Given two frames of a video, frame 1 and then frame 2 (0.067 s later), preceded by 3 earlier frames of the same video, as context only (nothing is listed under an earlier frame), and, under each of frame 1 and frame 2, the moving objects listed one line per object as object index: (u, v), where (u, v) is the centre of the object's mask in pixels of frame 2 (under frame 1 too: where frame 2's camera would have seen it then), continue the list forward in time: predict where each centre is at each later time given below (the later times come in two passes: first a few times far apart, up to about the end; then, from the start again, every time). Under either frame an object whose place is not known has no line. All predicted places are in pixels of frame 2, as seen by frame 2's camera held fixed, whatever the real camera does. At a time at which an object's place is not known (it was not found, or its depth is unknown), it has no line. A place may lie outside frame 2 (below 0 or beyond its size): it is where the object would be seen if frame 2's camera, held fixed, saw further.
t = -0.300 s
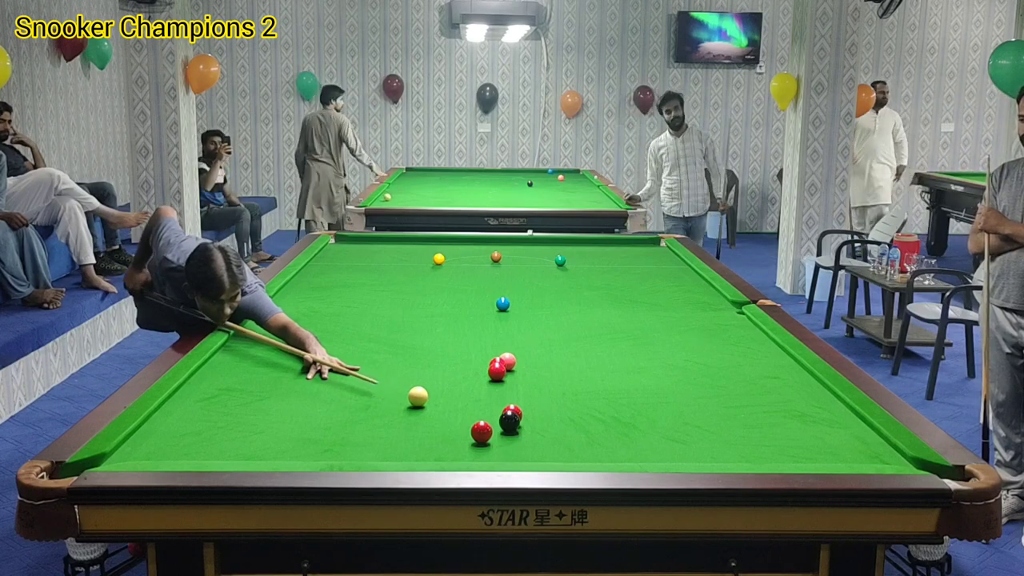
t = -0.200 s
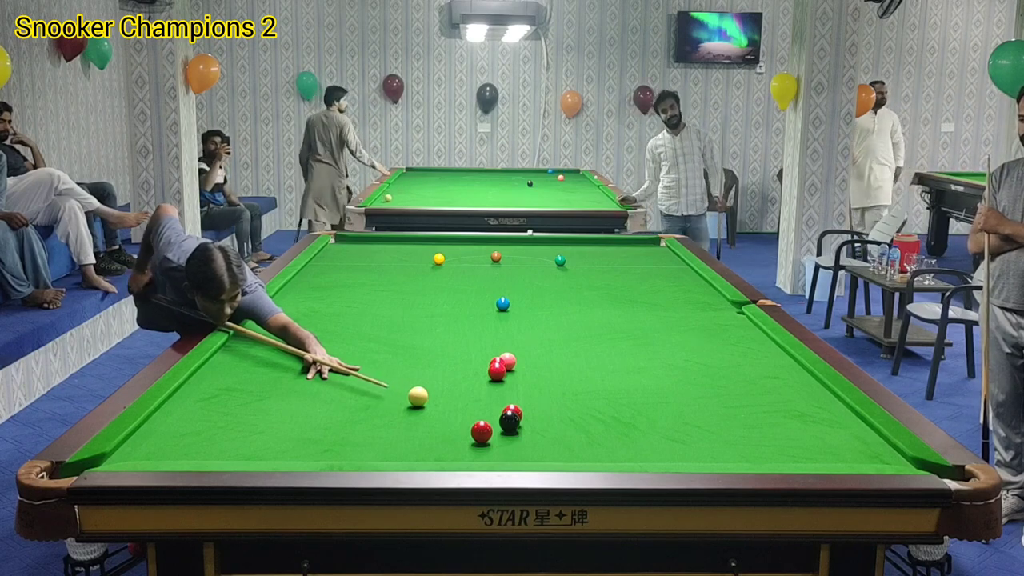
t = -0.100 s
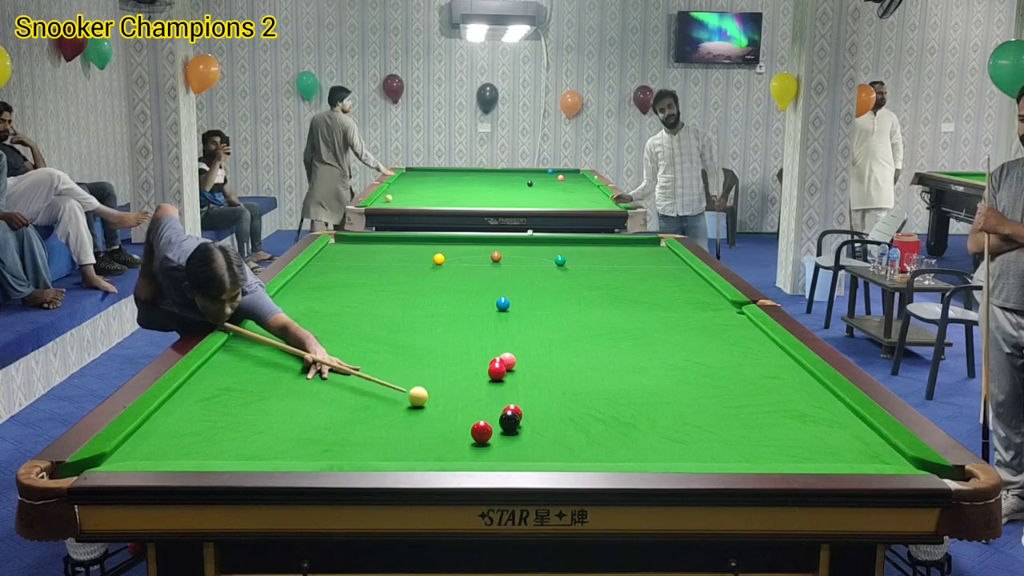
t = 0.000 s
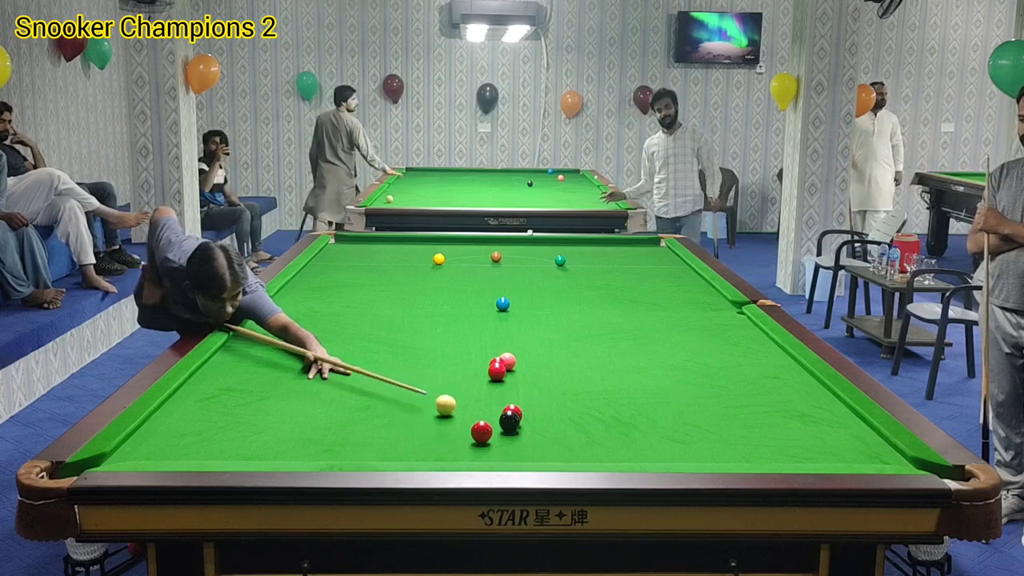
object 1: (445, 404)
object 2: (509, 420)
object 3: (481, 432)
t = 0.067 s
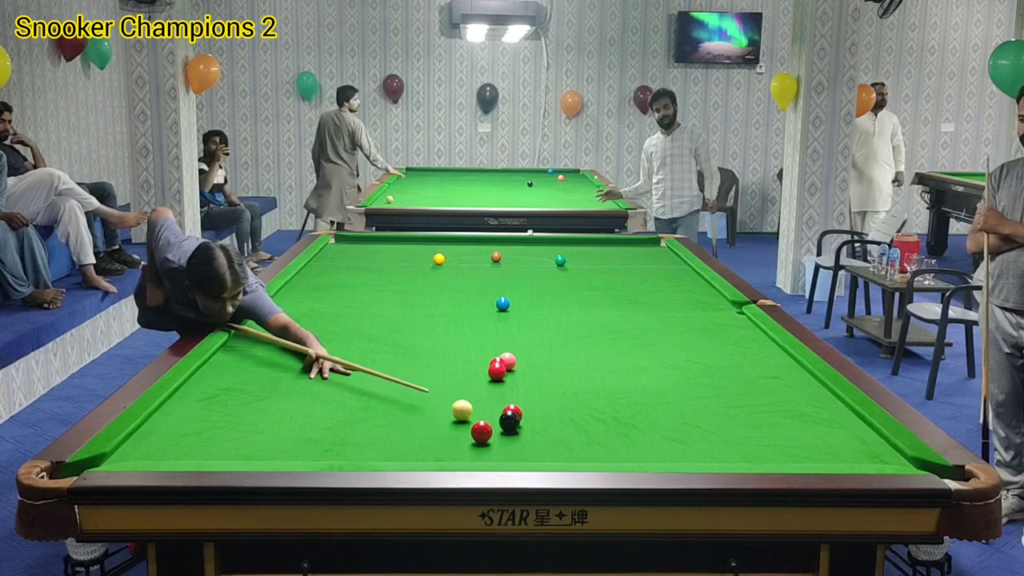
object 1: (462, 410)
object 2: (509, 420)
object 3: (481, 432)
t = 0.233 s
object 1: (490, 421)
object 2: (540, 424)
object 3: (481, 432)
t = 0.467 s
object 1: (503, 429)
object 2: (596, 431)
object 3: (474, 441)
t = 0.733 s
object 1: (520, 435)
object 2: (665, 440)
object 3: (465, 451)
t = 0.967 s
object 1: (534, 440)
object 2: (725, 447)
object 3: (458, 456)
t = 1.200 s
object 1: (546, 444)
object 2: (784, 453)
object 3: (454, 456)
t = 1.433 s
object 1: (557, 448)
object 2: (838, 457)
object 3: (451, 454)
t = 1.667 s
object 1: (567, 450)
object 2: (897, 461)
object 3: (448, 452)
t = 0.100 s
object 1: (473, 413)
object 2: (509, 420)
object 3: (481, 432)
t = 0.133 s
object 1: (484, 415)
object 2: (509, 420)
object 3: (481, 431)
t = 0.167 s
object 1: (489, 417)
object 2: (517, 421)
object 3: (481, 431)
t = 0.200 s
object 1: (489, 419)
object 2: (529, 423)
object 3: (481, 432)
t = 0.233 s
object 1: (490, 421)
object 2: (540, 424)
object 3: (481, 432)
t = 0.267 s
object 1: (491, 422)
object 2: (545, 425)
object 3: (481, 432)
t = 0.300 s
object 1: (493, 424)
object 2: (554, 426)
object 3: (479, 434)
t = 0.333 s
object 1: (495, 426)
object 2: (564, 427)
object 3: (477, 436)
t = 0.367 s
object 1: (497, 427)
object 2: (573, 428)
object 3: (477, 438)
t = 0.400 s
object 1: (499, 428)
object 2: (582, 430)
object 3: (475, 439)
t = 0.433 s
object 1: (501, 429)
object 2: (592, 431)
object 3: (474, 441)
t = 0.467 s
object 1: (503, 429)
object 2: (596, 431)
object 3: (474, 441)
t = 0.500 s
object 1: (505, 430)
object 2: (605, 433)
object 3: (473, 443)
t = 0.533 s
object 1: (508, 431)
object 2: (614, 434)
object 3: (471, 444)
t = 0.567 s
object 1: (510, 432)
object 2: (623, 435)
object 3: (470, 446)
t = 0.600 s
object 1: (512, 433)
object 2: (633, 436)
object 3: (469, 447)
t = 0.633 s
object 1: (514, 433)
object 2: (642, 437)
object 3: (468, 449)
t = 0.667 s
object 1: (516, 434)
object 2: (647, 438)
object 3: (467, 449)
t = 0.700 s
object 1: (518, 435)
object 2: (656, 439)
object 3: (466, 451)
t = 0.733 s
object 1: (520, 435)
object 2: (665, 440)
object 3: (465, 451)
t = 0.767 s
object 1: (522, 436)
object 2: (674, 441)
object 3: (464, 452)
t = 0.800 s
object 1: (525, 437)
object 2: (684, 442)
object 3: (463, 453)
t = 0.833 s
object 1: (527, 438)
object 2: (693, 443)
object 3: (462, 454)
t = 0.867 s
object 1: (528, 438)
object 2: (697, 444)
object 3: (462, 454)
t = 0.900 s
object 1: (530, 438)
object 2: (706, 445)
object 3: (460, 455)
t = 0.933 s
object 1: (532, 439)
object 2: (716, 446)
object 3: (459, 455)
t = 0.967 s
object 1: (534, 440)
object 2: (725, 447)
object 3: (458, 456)
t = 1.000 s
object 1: (536, 441)
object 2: (734, 448)
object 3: (457, 457)
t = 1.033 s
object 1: (538, 441)
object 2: (743, 449)
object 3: (456, 457)
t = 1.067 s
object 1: (539, 442)
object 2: (748, 450)
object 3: (456, 457)
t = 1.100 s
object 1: (541, 442)
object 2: (757, 451)
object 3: (455, 457)
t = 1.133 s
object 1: (543, 443)
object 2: (766, 452)
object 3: (455, 457)
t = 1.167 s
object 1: (545, 444)
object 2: (775, 452)
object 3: (454, 456)
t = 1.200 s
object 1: (546, 444)
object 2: (784, 453)
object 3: (454, 456)
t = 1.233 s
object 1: (548, 445)
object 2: (793, 454)
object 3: (454, 456)
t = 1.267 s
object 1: (549, 445)
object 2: (798, 454)
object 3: (453, 456)
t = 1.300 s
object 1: (551, 446)
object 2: (807, 455)
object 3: (453, 455)
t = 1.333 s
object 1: (553, 447)
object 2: (816, 455)
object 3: (452, 455)
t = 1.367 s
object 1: (554, 447)
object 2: (825, 456)
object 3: (452, 454)
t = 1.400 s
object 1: (556, 448)
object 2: (834, 456)
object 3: (451, 454)
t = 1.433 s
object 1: (557, 448)
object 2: (838, 457)
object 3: (451, 454)
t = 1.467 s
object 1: (559, 448)
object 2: (847, 457)
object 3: (451, 454)
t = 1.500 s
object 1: (560, 449)
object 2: (856, 458)
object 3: (450, 453)
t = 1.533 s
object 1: (562, 449)
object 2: (865, 458)
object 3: (450, 453)
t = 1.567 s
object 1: (563, 449)
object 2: (874, 459)
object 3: (449, 453)
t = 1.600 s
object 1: (564, 450)
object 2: (878, 459)
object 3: (449, 452)
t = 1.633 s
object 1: (566, 450)
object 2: (892, 461)
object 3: (449, 452)
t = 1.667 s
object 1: (567, 450)
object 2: (897, 461)
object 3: (448, 452)
